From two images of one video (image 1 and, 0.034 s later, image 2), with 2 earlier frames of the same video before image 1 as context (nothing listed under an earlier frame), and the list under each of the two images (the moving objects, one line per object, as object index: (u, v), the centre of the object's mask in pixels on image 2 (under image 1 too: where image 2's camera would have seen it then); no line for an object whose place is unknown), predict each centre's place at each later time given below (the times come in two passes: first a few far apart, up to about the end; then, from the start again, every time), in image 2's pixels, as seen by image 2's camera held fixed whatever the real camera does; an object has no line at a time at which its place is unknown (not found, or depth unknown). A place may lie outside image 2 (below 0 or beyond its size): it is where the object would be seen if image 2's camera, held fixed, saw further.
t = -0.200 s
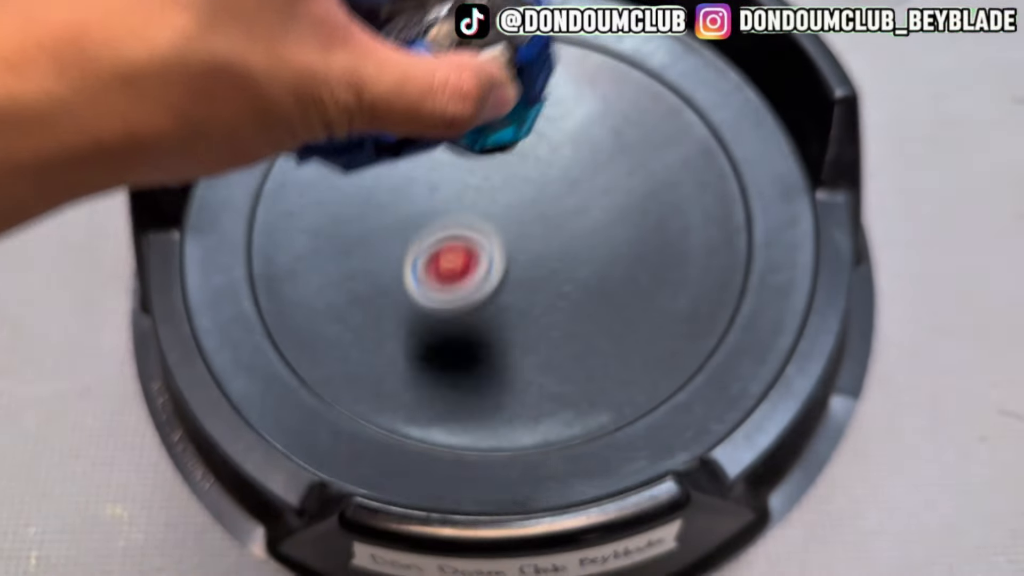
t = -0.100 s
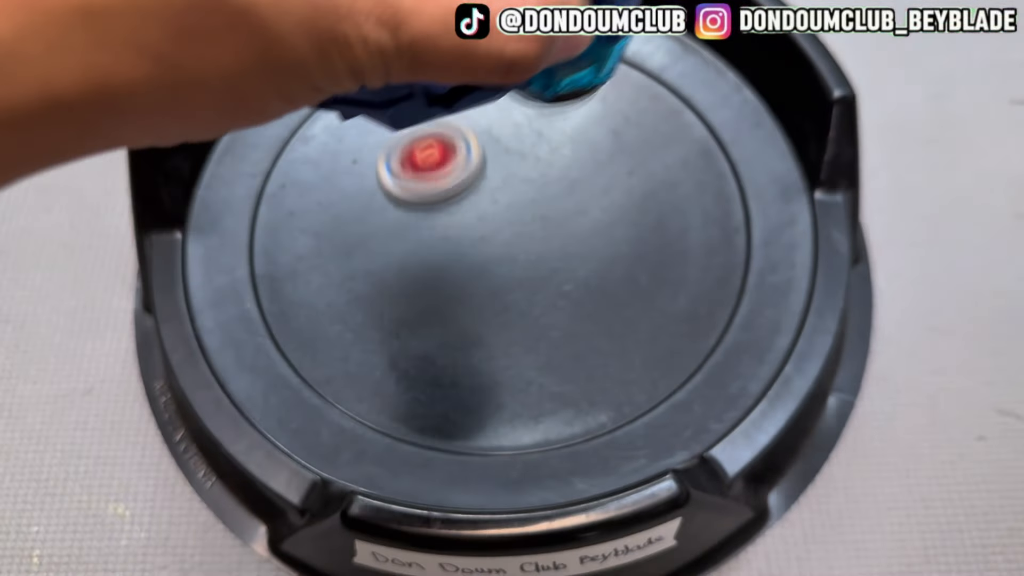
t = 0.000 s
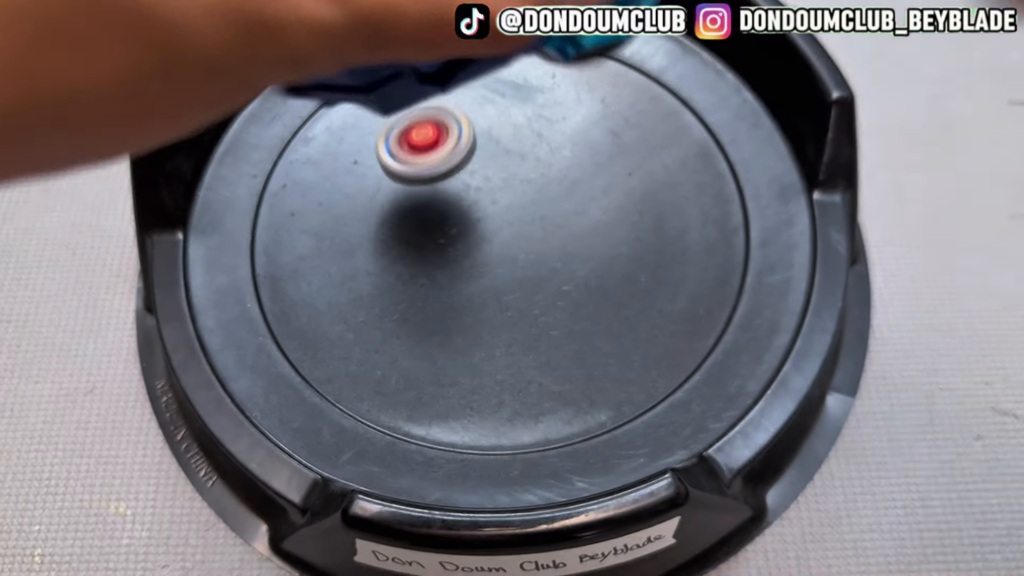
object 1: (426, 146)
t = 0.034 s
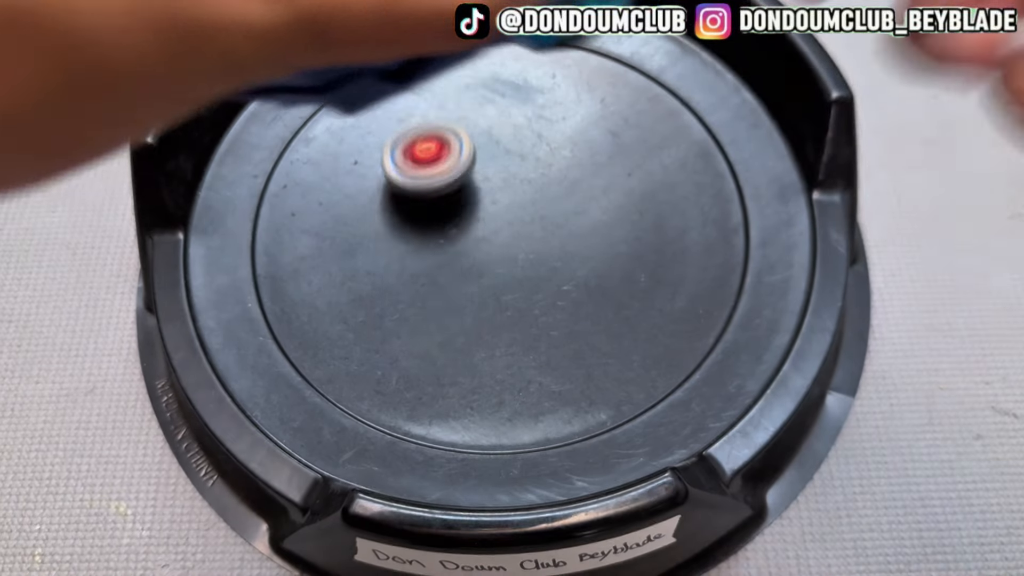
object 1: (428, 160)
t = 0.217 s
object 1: (452, 142)
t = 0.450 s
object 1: (458, 193)
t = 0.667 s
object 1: (443, 297)
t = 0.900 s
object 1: (482, 321)
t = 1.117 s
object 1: (483, 280)
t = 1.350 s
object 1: (429, 237)
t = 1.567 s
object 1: (374, 243)
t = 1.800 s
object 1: (384, 282)
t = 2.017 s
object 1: (467, 248)
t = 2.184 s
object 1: (484, 167)
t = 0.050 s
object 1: (427, 142)
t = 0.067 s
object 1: (427, 125)
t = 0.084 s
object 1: (428, 113)
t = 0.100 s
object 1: (429, 105)
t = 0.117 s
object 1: (431, 100)
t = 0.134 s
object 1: (433, 98)
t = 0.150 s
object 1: (436, 99)
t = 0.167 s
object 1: (439, 104)
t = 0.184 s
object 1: (443, 112)
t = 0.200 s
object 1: (447, 126)
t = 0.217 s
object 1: (452, 142)
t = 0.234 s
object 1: (453, 143)
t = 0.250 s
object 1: (454, 134)
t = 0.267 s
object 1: (454, 130)
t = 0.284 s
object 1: (454, 130)
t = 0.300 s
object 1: (455, 132)
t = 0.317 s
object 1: (457, 139)
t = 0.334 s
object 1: (459, 149)
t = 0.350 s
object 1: (461, 161)
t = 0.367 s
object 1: (464, 181)
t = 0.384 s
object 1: (466, 193)
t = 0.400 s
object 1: (464, 190)
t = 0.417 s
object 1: (462, 188)
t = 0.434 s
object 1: (460, 189)
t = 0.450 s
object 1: (458, 193)
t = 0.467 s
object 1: (457, 201)
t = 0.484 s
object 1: (456, 213)
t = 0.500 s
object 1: (455, 228)
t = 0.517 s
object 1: (455, 247)
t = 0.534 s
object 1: (453, 251)
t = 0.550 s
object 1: (450, 248)
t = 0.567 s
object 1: (447, 251)
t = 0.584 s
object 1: (445, 256)
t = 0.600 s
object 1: (443, 265)
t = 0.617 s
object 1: (442, 278)
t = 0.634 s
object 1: (442, 294)
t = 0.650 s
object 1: (442, 298)
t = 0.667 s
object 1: (443, 297)
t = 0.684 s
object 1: (445, 298)
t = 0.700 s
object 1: (447, 302)
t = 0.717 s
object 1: (450, 310)
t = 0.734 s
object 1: (453, 318)
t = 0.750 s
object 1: (456, 317)
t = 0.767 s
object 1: (459, 317)
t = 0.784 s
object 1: (464, 320)
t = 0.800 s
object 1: (468, 325)
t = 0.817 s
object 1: (471, 324)
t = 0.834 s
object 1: (473, 323)
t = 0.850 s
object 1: (476, 325)
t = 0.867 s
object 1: (478, 324)
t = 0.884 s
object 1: (480, 322)
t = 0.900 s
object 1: (482, 321)
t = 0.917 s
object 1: (483, 319)
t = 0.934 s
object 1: (485, 317)
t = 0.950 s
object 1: (486, 315)
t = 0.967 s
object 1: (487, 312)
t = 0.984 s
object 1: (488, 309)
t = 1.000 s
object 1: (488, 306)
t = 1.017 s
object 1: (489, 303)
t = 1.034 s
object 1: (489, 299)
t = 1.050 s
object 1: (488, 295)
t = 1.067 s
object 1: (487, 291)
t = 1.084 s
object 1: (486, 288)
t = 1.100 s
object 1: (485, 284)
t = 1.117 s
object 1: (483, 280)
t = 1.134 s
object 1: (481, 276)
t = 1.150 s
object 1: (479, 272)
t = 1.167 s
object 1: (476, 268)
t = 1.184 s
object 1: (473, 264)
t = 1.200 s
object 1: (469, 261)
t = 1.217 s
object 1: (466, 257)
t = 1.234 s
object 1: (462, 254)
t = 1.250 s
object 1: (457, 250)
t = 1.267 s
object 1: (453, 248)
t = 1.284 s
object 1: (448, 245)
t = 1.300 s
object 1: (444, 243)
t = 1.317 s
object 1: (439, 240)
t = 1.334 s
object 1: (434, 238)
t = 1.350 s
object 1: (429, 237)
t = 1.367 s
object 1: (425, 235)
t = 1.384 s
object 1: (419, 234)
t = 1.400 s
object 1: (415, 233)
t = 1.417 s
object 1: (410, 233)
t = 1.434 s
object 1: (405, 233)
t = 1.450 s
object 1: (400, 233)
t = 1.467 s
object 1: (396, 234)
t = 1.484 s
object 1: (392, 234)
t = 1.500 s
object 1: (388, 236)
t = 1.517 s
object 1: (383, 237)
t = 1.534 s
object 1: (380, 239)
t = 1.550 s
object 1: (377, 241)
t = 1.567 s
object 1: (374, 243)
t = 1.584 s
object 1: (371, 246)
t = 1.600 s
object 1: (369, 249)
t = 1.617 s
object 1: (368, 251)
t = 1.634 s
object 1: (366, 255)
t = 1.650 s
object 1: (366, 258)
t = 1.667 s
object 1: (366, 261)
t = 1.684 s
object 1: (366, 264)
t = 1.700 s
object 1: (367, 267)
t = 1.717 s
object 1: (368, 270)
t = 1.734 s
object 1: (370, 273)
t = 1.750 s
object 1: (373, 275)
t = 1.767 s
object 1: (376, 278)
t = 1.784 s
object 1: (380, 280)
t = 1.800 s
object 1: (384, 282)
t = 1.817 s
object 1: (389, 283)
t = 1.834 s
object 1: (395, 284)
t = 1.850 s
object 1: (401, 284)
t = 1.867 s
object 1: (407, 284)
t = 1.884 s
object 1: (415, 283)
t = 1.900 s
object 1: (422, 281)
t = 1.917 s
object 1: (429, 278)
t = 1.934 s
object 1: (436, 274)
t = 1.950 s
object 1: (443, 270)
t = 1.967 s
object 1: (449, 266)
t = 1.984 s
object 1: (455, 260)
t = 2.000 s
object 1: (461, 254)
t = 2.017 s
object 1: (467, 248)
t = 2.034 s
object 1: (472, 241)
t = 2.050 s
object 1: (476, 234)
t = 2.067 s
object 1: (480, 226)
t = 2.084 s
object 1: (483, 219)
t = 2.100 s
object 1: (485, 210)
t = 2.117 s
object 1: (487, 201)
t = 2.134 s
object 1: (488, 193)
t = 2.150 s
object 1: (487, 184)
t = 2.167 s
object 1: (486, 176)
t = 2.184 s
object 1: (484, 167)
